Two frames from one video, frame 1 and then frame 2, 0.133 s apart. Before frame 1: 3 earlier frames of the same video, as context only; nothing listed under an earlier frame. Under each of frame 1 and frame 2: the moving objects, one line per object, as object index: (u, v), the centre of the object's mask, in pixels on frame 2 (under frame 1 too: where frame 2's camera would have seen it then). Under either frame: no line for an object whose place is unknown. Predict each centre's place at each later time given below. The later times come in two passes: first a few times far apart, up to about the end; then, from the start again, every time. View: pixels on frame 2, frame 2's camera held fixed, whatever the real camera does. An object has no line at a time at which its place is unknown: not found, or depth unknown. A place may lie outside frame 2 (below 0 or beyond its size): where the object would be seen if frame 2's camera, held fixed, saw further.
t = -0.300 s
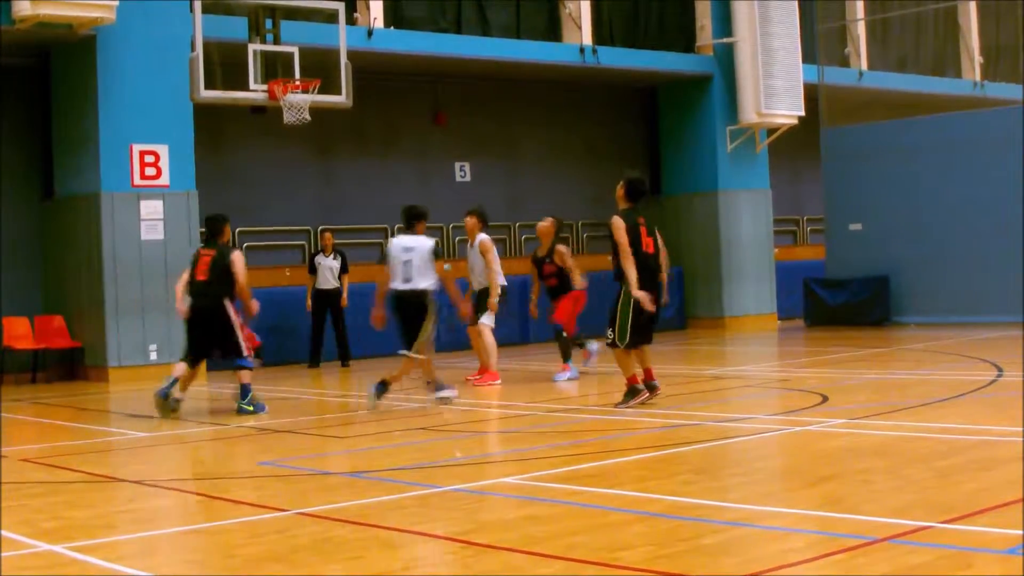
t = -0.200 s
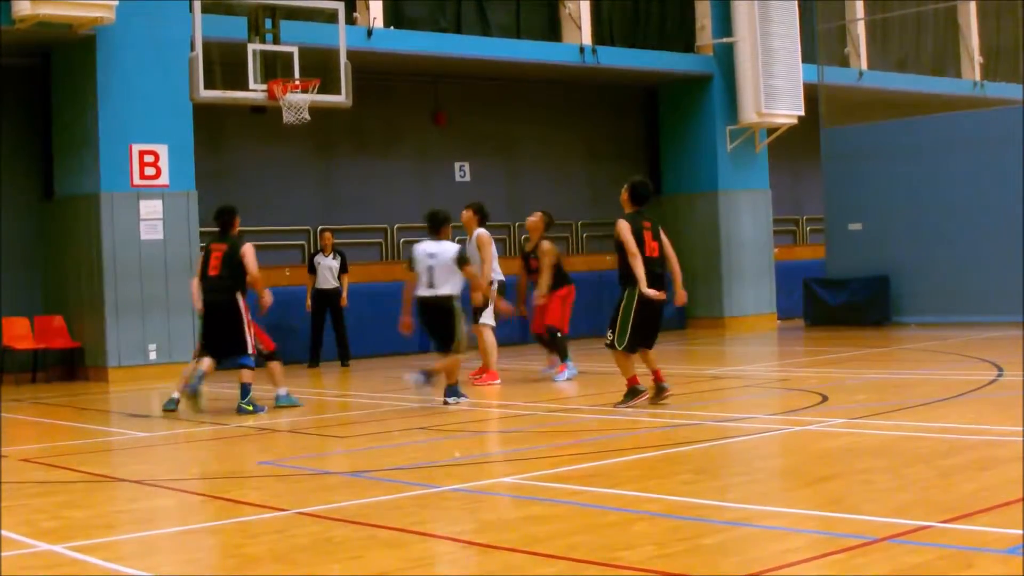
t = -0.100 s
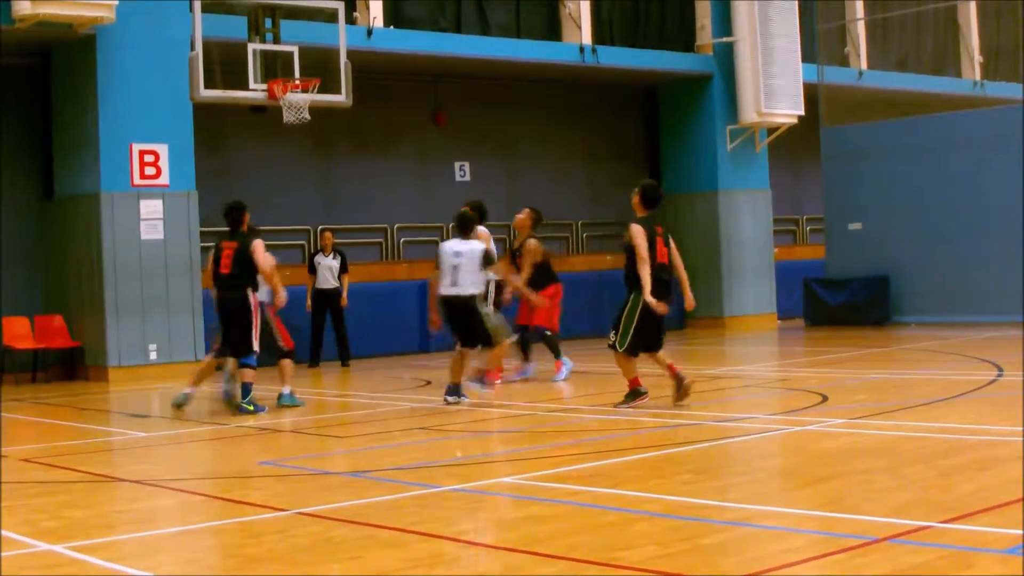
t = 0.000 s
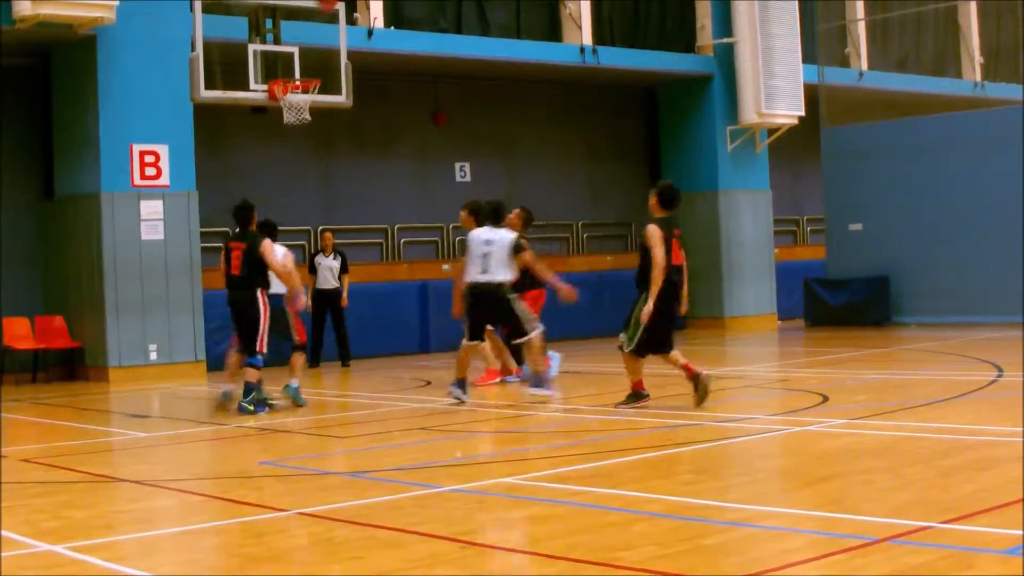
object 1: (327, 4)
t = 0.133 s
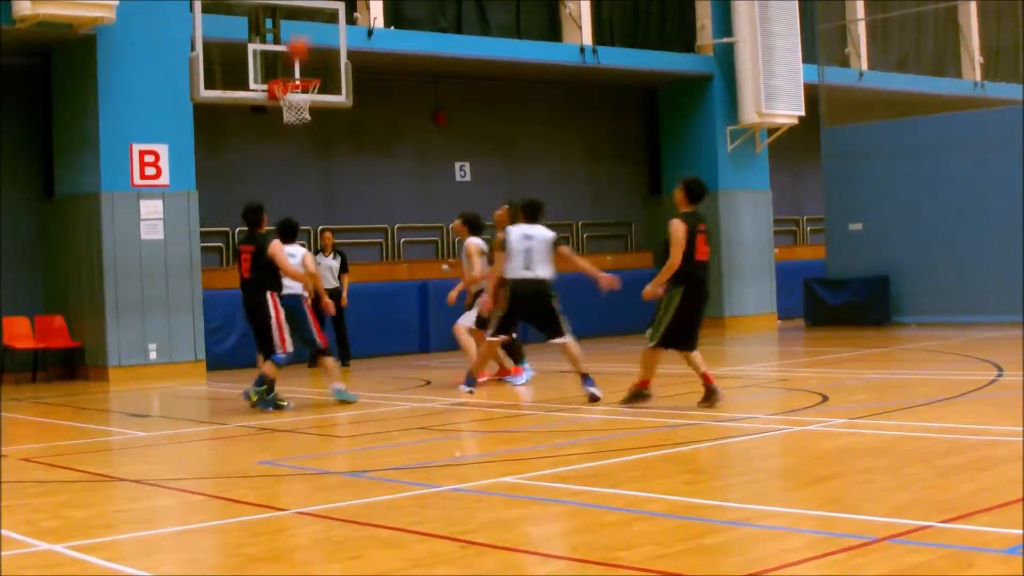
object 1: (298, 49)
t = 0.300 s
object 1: (317, 53)
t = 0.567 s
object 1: (403, 38)
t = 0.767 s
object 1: (476, 79)
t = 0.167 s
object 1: (291, 64)
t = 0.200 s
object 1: (288, 71)
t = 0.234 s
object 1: (298, 64)
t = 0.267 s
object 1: (310, 57)
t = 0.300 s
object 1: (317, 53)
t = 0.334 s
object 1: (327, 49)
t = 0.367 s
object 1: (337, 45)
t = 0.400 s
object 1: (350, 39)
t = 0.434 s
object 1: (361, 37)
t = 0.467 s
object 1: (370, 37)
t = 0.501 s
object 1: (381, 36)
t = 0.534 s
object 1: (393, 36)
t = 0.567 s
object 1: (403, 38)
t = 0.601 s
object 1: (415, 42)
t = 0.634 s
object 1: (427, 47)
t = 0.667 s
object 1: (440, 54)
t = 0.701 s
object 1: (453, 62)
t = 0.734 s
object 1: (463, 69)
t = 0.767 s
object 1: (476, 79)
